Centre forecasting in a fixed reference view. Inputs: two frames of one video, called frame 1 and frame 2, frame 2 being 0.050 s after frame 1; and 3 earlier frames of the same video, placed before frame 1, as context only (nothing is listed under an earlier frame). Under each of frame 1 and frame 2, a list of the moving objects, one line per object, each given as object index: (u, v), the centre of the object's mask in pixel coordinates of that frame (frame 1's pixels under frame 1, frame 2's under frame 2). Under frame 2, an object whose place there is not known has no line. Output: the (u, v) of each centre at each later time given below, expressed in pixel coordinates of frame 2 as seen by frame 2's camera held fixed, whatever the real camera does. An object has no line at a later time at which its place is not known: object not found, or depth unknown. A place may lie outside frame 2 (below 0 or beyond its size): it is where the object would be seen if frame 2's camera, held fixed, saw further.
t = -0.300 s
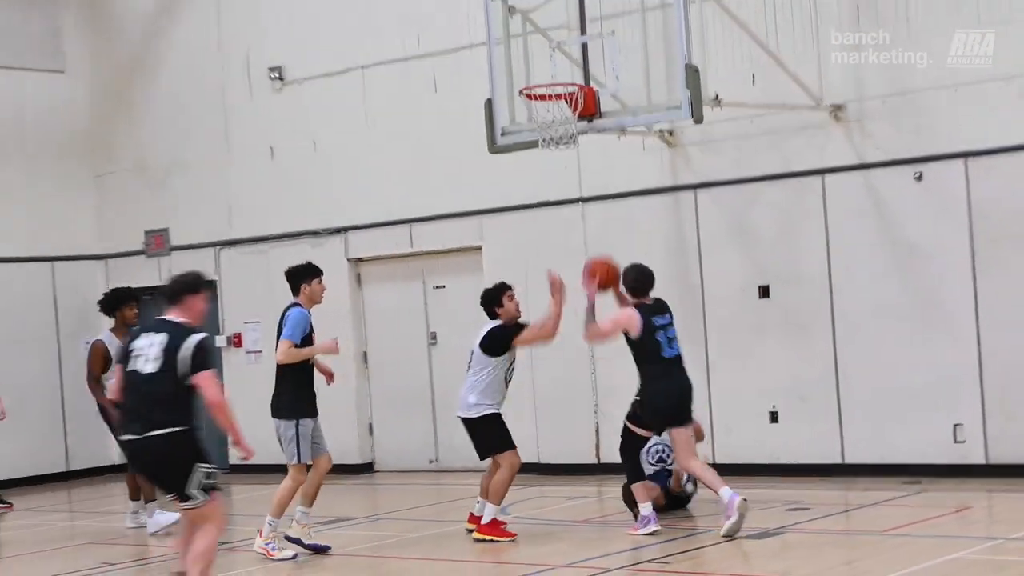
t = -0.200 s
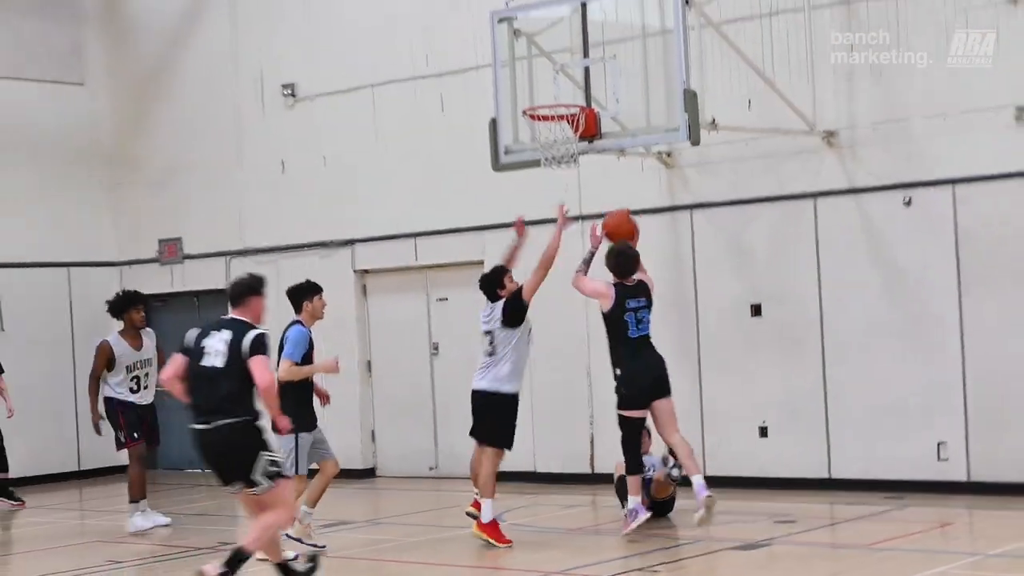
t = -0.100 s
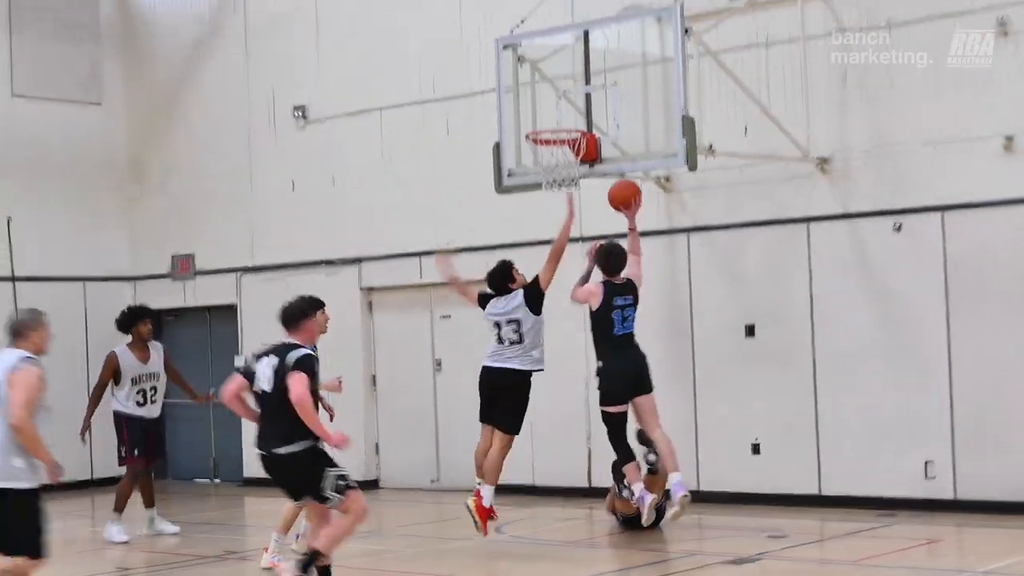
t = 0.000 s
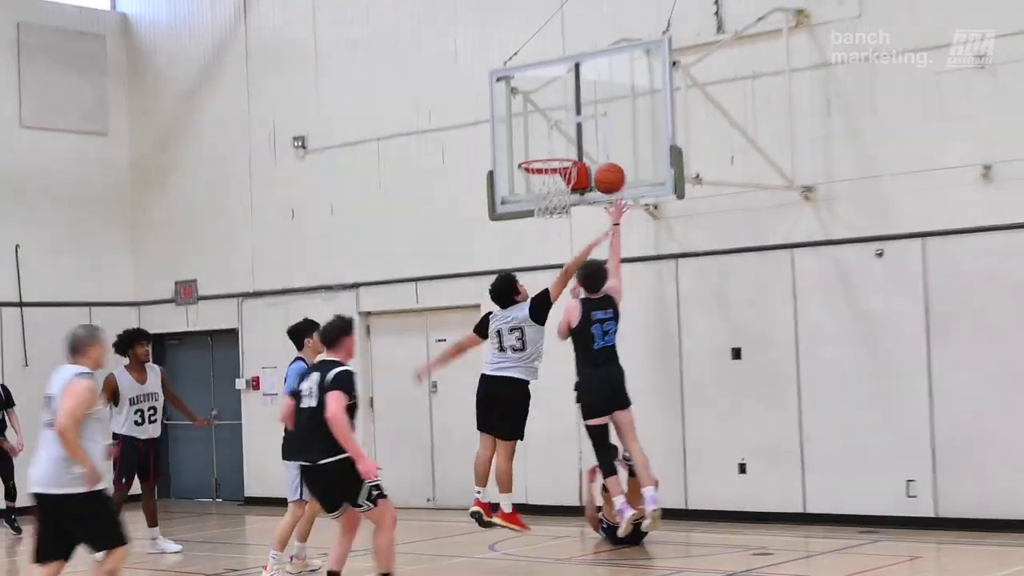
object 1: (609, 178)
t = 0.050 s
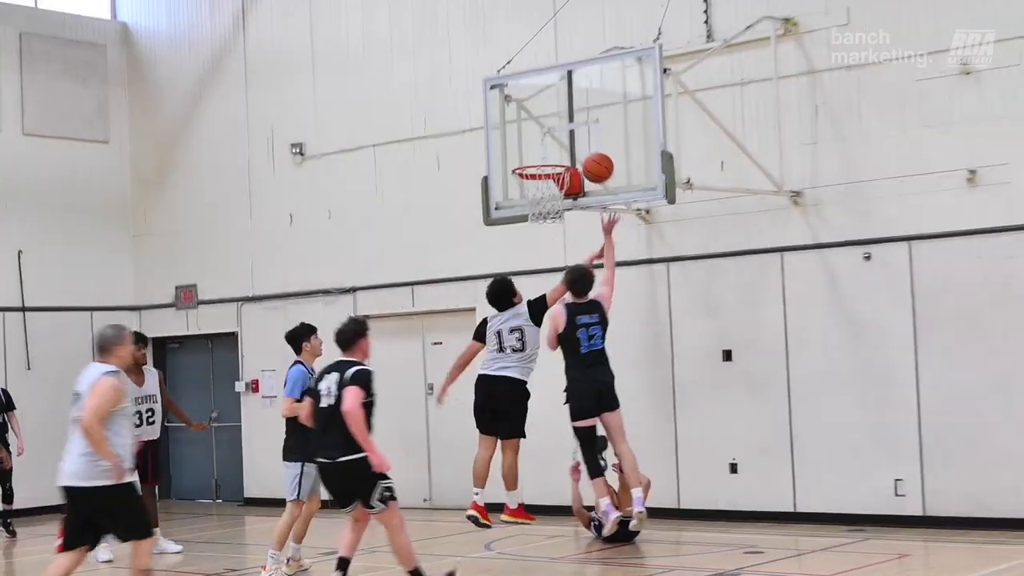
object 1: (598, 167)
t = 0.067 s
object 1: (597, 163)
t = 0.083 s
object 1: (596, 159)
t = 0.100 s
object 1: (595, 155)
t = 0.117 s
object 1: (594, 151)
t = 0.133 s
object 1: (593, 149)
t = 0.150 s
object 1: (592, 146)
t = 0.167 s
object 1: (591, 144)
